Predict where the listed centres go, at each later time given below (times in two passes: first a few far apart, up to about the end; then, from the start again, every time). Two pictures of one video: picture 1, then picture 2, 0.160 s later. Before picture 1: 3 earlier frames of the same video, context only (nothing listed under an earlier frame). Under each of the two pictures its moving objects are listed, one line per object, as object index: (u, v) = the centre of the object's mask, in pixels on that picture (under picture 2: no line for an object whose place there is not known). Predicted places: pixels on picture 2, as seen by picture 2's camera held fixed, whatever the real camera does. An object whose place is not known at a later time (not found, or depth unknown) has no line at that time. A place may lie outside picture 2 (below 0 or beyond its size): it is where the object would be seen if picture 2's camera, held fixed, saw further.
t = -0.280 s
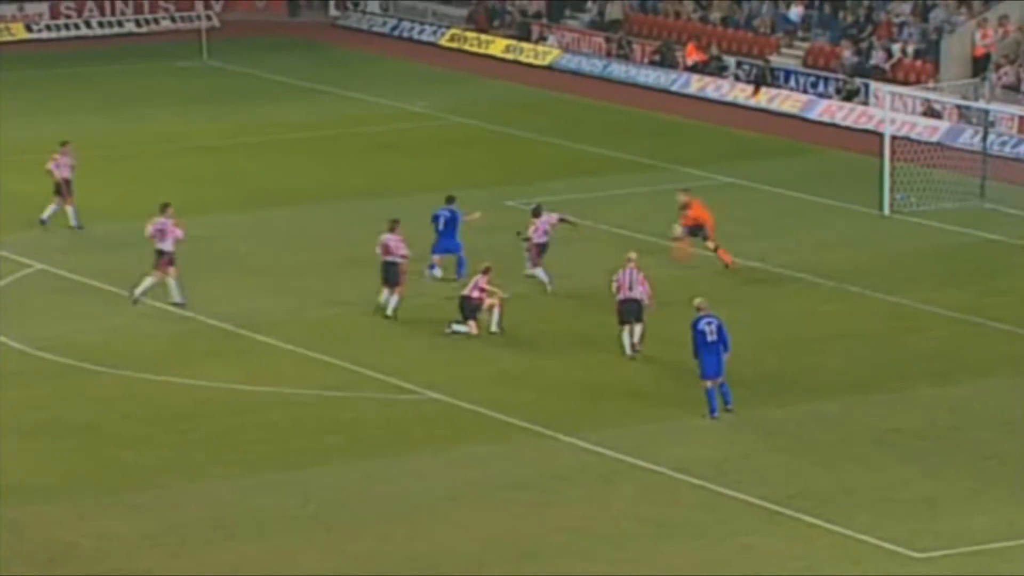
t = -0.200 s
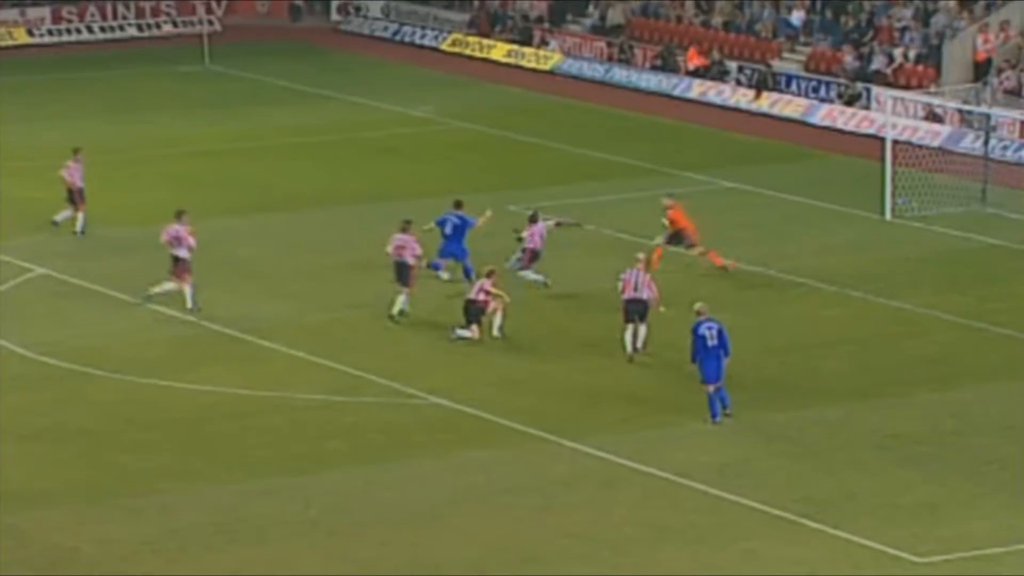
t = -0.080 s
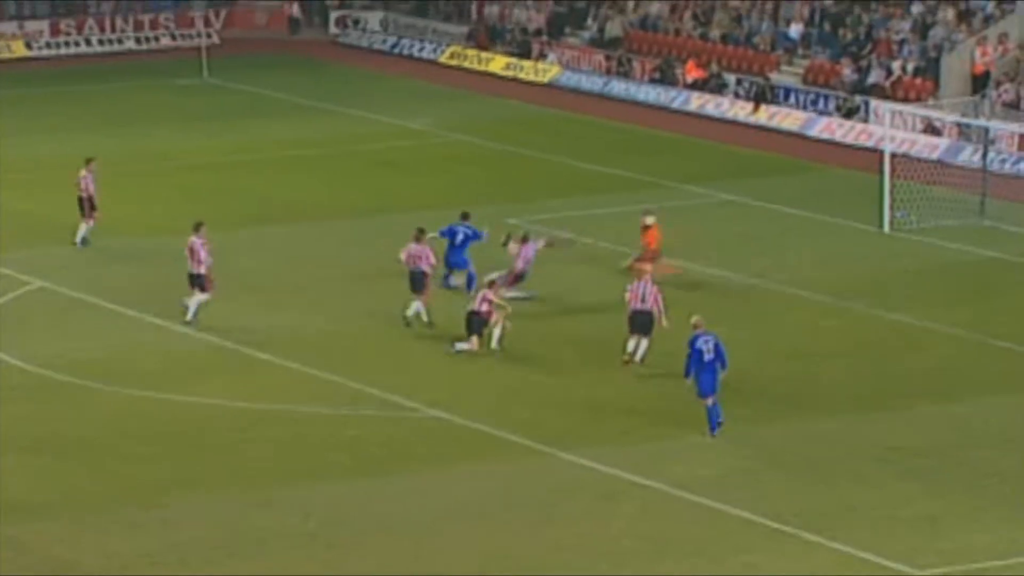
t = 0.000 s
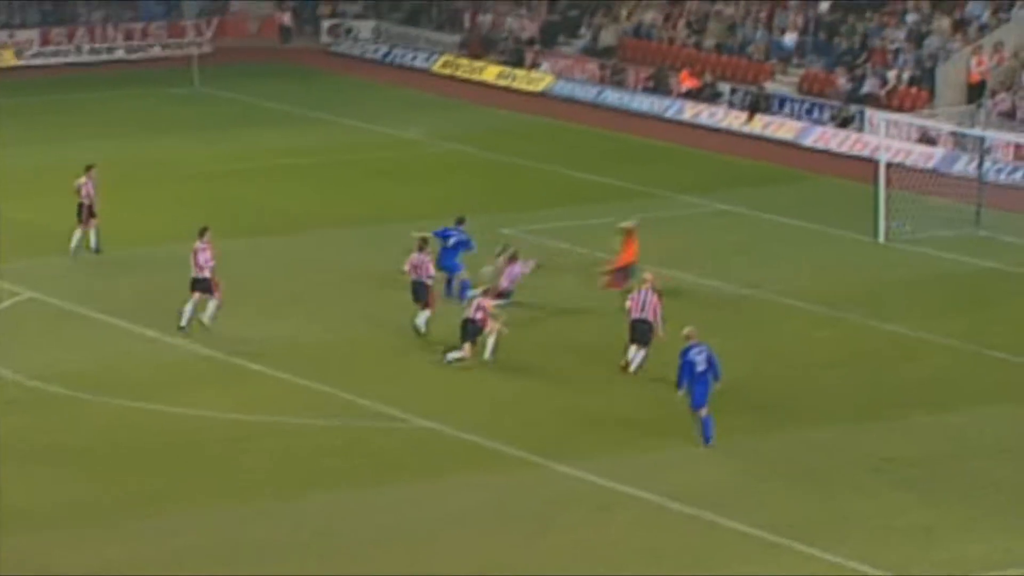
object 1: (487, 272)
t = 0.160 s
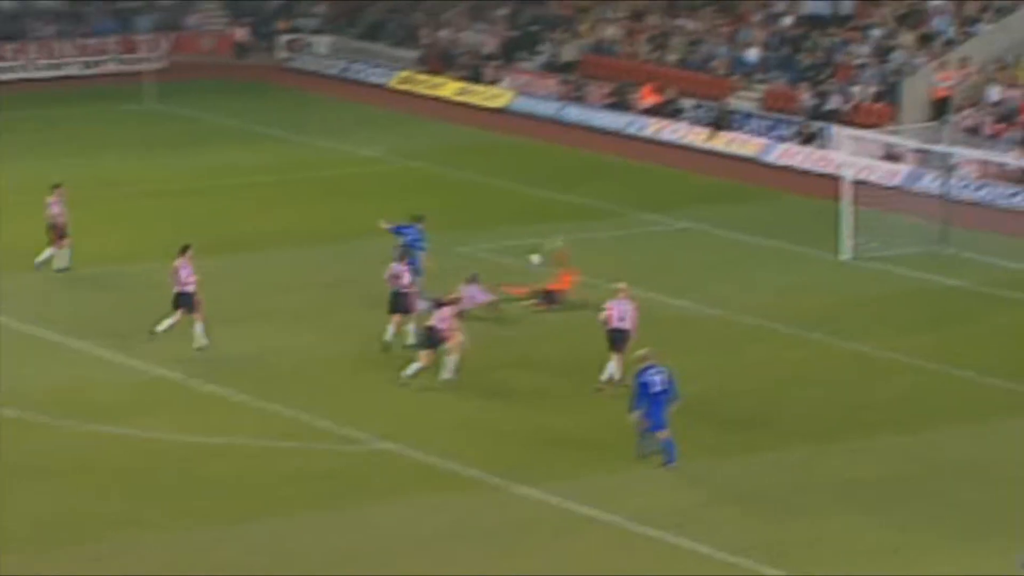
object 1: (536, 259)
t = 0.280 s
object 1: (597, 245)
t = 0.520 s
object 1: (718, 241)
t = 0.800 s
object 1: (856, 274)
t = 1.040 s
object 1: (949, 244)
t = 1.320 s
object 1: (1048, 235)
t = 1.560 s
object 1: (1085, 233)
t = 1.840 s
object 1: (1063, 252)
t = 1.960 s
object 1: (1051, 267)
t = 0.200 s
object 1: (556, 253)
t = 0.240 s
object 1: (577, 249)
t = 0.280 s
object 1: (597, 245)
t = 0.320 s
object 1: (618, 242)
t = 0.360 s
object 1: (639, 240)
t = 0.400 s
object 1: (658, 239)
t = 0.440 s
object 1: (679, 239)
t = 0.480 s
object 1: (698, 240)
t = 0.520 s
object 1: (718, 241)
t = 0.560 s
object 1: (739, 244)
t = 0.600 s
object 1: (758, 246)
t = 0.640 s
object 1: (778, 250)
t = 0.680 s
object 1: (797, 254)
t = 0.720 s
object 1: (817, 260)
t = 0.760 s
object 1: (836, 267)
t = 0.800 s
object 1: (856, 274)
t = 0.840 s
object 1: (874, 276)
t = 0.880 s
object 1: (889, 269)
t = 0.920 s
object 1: (904, 262)
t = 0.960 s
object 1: (919, 254)
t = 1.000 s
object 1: (934, 249)
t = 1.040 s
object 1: (949, 244)
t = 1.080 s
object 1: (963, 241)
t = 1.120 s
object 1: (978, 237)
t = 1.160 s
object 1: (992, 235)
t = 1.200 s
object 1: (1007, 234)
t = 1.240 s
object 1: (1021, 234)
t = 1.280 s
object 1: (1034, 234)
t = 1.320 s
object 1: (1048, 235)
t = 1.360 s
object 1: (1058, 235)
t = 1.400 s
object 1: (1066, 235)
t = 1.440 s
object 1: (1074, 235)
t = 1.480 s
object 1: (1080, 234)
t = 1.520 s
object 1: (1085, 234)
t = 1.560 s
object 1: (1085, 233)
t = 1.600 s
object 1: (1084, 233)
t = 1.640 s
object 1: (1081, 236)
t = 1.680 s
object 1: (1077, 237)
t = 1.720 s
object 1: (1075, 240)
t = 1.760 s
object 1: (1071, 243)
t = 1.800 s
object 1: (1066, 247)
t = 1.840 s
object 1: (1063, 252)
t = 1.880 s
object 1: (1058, 257)
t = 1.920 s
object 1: (1054, 263)
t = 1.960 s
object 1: (1051, 267)
